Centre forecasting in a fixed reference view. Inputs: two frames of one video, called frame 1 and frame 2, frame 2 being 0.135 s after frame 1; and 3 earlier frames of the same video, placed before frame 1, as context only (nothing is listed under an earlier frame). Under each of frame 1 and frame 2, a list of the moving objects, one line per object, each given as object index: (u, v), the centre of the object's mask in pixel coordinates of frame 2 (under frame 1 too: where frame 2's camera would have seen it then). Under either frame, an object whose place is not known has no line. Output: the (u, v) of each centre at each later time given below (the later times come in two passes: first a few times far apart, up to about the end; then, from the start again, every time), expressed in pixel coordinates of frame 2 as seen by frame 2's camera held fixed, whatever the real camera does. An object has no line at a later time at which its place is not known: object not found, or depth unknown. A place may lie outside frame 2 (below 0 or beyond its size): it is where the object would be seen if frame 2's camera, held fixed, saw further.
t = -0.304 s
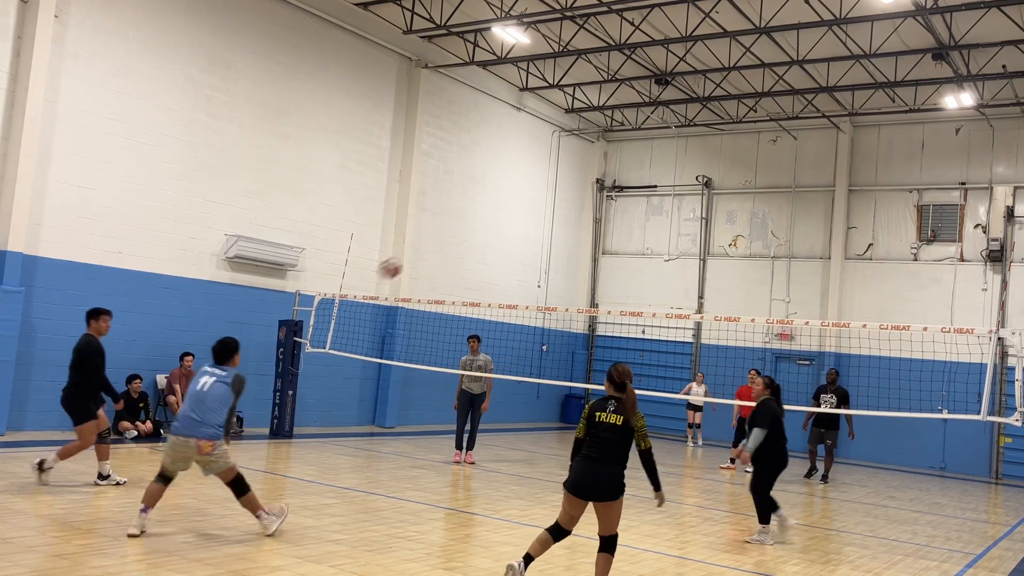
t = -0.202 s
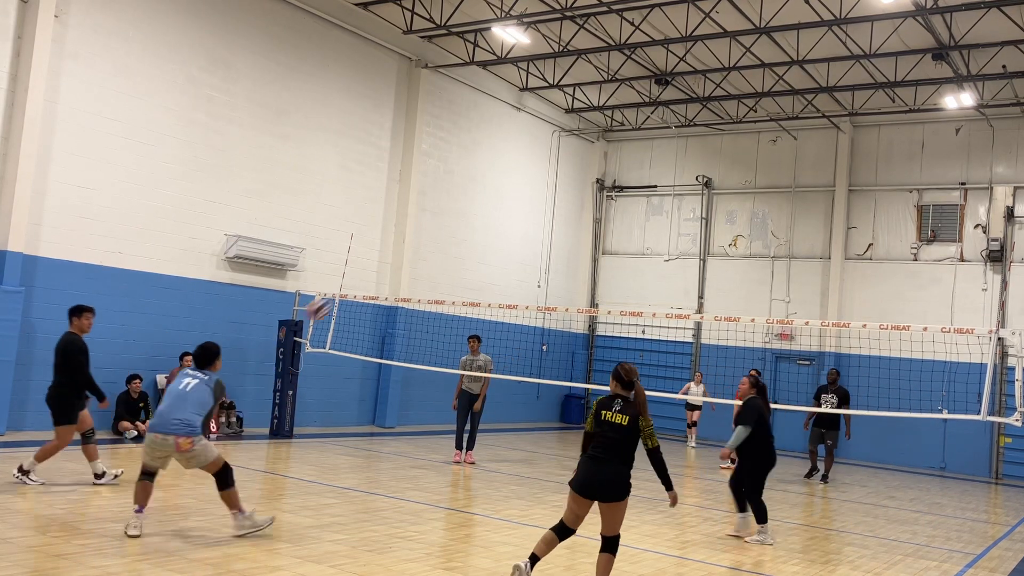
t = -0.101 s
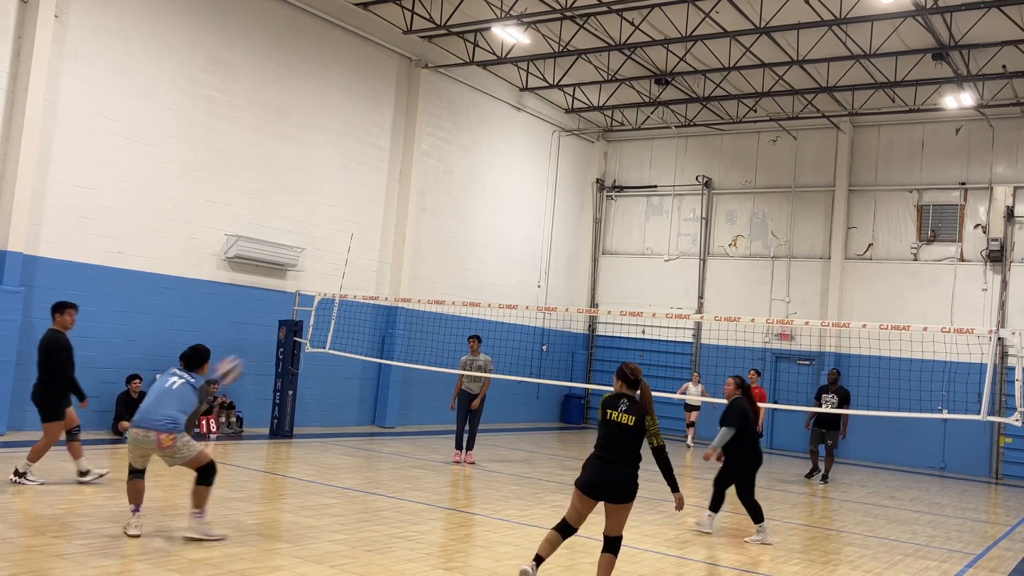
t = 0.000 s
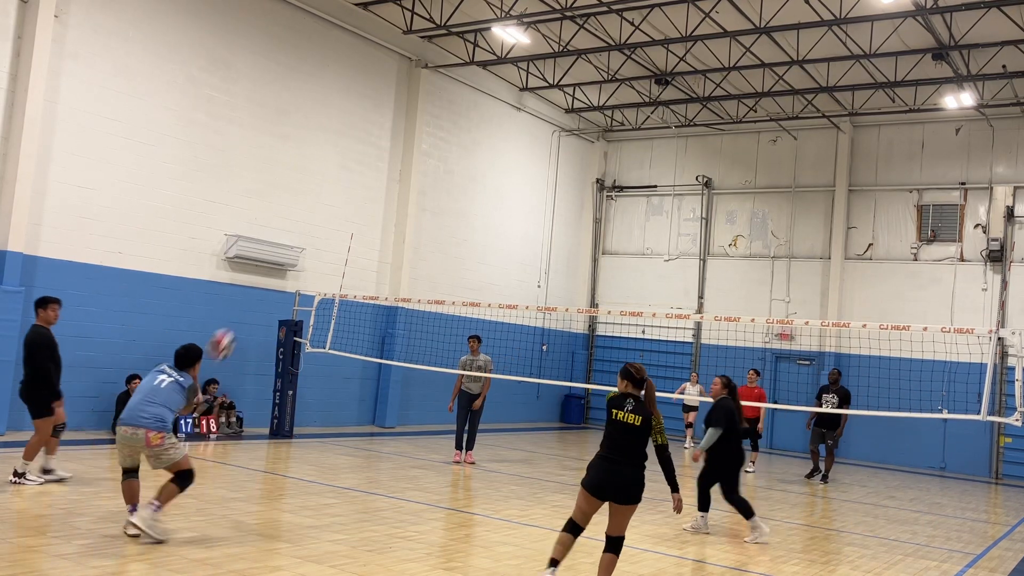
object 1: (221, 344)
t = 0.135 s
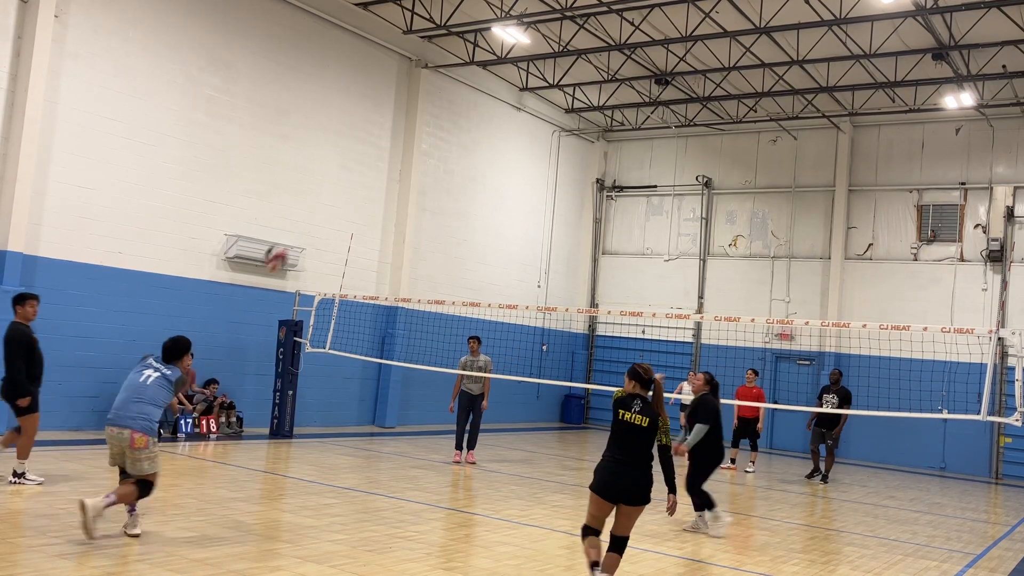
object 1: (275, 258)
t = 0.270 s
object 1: (323, 198)
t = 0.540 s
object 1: (398, 147)
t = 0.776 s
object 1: (448, 162)
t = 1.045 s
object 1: (493, 237)
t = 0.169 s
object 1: (288, 240)
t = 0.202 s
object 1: (300, 224)
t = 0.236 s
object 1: (312, 211)
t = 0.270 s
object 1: (323, 198)
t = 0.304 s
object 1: (334, 187)
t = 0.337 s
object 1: (344, 177)
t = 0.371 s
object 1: (353, 169)
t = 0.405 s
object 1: (363, 163)
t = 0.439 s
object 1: (373, 157)
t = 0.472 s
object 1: (381, 152)
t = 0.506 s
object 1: (390, 149)
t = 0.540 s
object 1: (398, 147)
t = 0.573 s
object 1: (406, 146)
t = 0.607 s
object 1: (414, 145)
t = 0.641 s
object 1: (421, 148)
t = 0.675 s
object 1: (428, 149)
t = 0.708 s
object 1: (435, 153)
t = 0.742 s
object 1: (441, 157)
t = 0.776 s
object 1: (448, 162)
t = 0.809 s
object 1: (454, 169)
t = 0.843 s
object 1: (461, 176)
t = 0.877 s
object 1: (466, 183)
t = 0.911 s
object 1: (472, 193)
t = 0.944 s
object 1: (478, 202)
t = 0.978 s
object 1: (483, 213)
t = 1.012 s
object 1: (488, 225)
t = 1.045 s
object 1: (493, 237)
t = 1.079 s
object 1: (497, 250)
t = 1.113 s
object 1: (502, 264)
